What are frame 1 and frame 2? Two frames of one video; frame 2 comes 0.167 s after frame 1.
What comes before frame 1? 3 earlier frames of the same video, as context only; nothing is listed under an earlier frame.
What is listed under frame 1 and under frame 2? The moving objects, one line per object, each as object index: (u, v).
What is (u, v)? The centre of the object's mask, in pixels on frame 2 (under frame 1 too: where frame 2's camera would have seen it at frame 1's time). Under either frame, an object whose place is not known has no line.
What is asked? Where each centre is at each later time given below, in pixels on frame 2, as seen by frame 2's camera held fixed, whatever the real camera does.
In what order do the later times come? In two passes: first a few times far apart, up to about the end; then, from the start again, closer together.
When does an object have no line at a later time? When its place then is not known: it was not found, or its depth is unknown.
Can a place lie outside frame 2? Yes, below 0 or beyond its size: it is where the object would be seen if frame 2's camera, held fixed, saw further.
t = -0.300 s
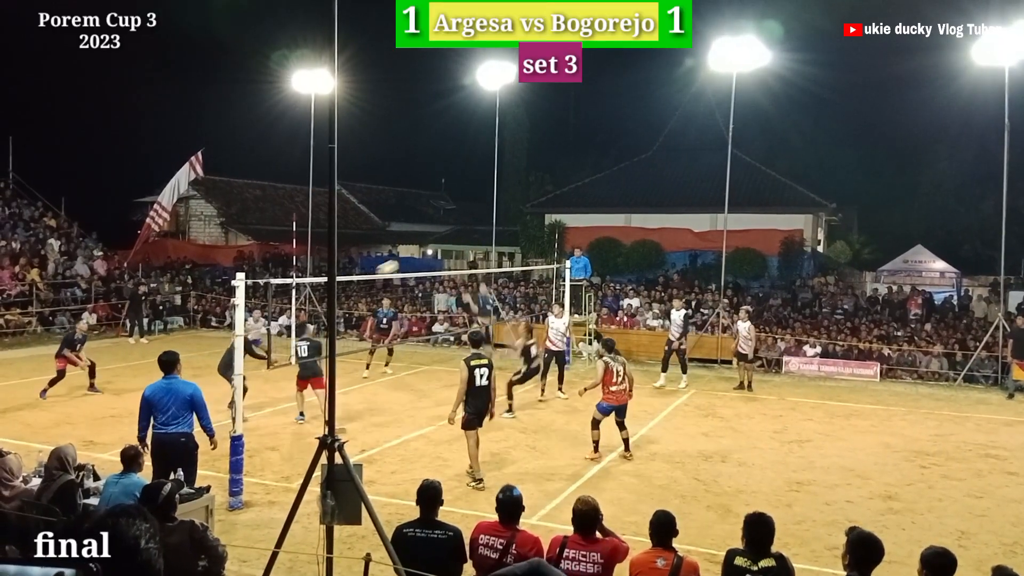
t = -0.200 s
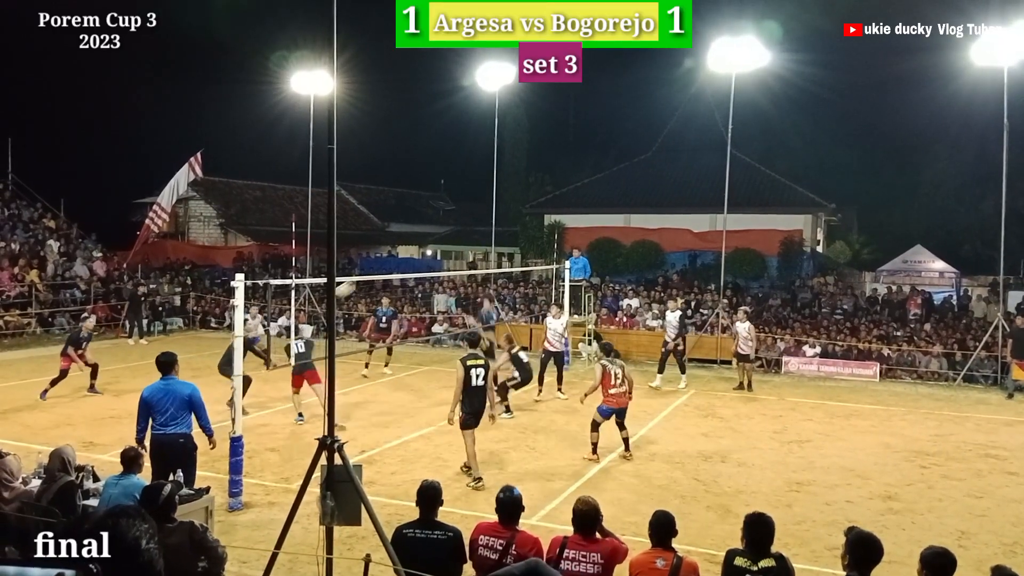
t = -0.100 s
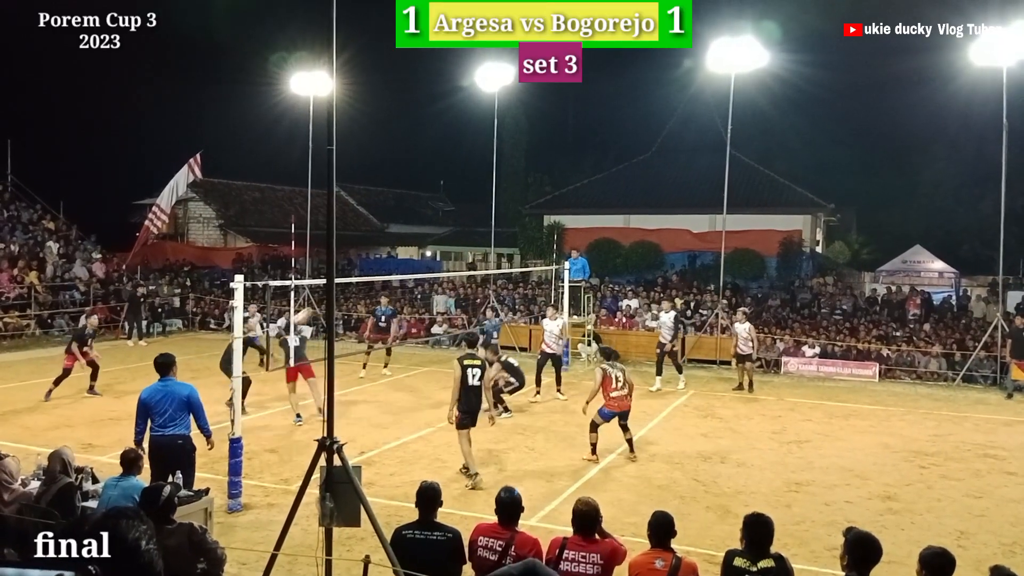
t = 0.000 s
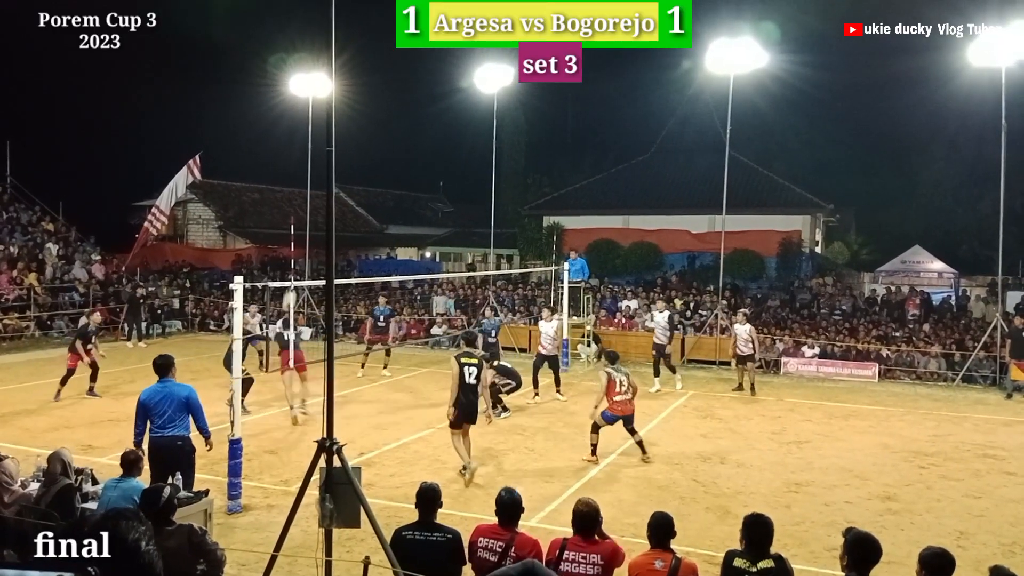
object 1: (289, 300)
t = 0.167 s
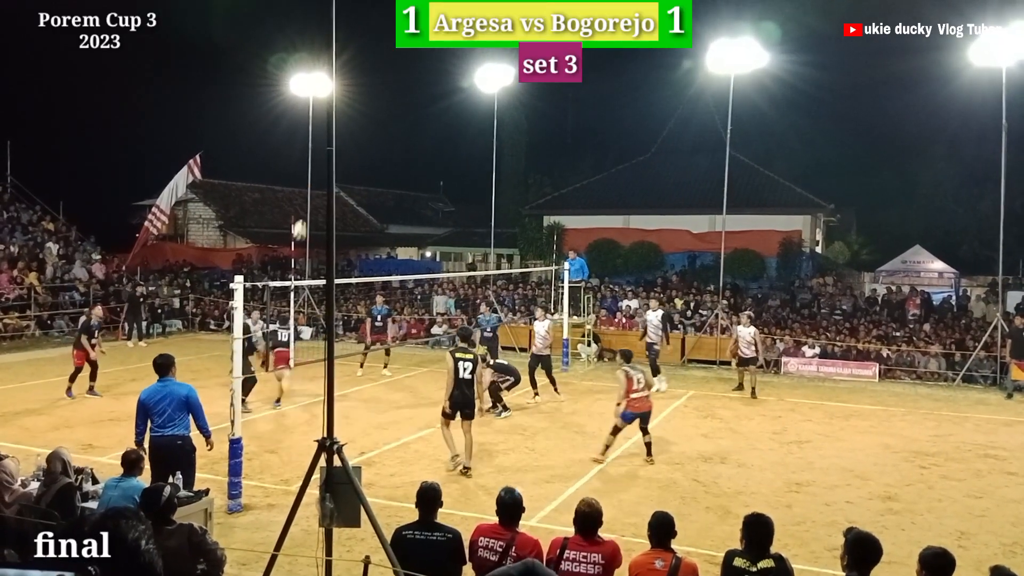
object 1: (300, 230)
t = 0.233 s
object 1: (304, 207)
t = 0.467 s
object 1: (318, 149)
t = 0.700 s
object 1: (336, 122)
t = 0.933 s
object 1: (345, 126)
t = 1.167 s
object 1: (358, 160)
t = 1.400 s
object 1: (369, 221)
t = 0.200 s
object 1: (301, 218)
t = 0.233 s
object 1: (304, 207)
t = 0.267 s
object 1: (306, 197)
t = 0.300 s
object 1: (308, 187)
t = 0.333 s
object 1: (310, 178)
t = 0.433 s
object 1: (316, 155)
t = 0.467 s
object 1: (318, 149)
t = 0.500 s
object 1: (320, 143)
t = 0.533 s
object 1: (321, 138)
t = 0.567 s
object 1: (322, 134)
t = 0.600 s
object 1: (323, 129)
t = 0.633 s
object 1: (324, 126)
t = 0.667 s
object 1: (325, 124)
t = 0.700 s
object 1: (336, 122)
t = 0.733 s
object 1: (337, 121)
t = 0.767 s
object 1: (338, 120)
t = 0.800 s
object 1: (339, 120)
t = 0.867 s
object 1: (342, 121)
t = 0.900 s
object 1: (343, 123)
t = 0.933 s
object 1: (345, 126)
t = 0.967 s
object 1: (347, 129)
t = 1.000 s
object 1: (348, 133)
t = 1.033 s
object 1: (350, 137)
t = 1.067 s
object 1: (352, 142)
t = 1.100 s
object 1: (354, 147)
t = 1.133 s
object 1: (356, 153)
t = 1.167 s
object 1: (358, 160)
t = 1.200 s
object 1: (359, 167)
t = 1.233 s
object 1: (361, 175)
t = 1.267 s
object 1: (363, 183)
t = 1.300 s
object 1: (364, 192)
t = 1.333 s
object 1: (366, 201)
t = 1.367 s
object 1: (367, 211)
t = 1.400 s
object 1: (369, 221)
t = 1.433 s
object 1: (371, 232)
